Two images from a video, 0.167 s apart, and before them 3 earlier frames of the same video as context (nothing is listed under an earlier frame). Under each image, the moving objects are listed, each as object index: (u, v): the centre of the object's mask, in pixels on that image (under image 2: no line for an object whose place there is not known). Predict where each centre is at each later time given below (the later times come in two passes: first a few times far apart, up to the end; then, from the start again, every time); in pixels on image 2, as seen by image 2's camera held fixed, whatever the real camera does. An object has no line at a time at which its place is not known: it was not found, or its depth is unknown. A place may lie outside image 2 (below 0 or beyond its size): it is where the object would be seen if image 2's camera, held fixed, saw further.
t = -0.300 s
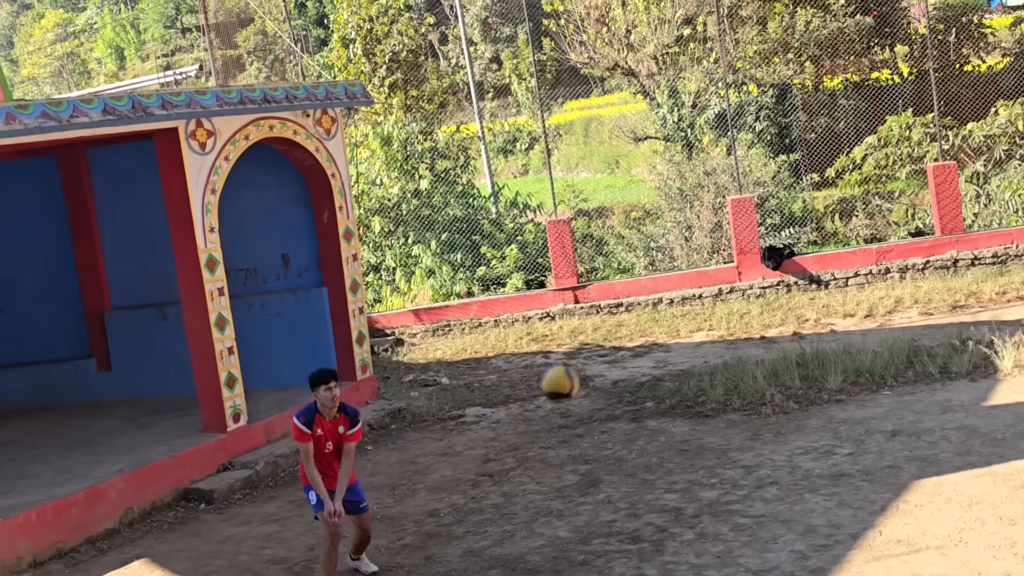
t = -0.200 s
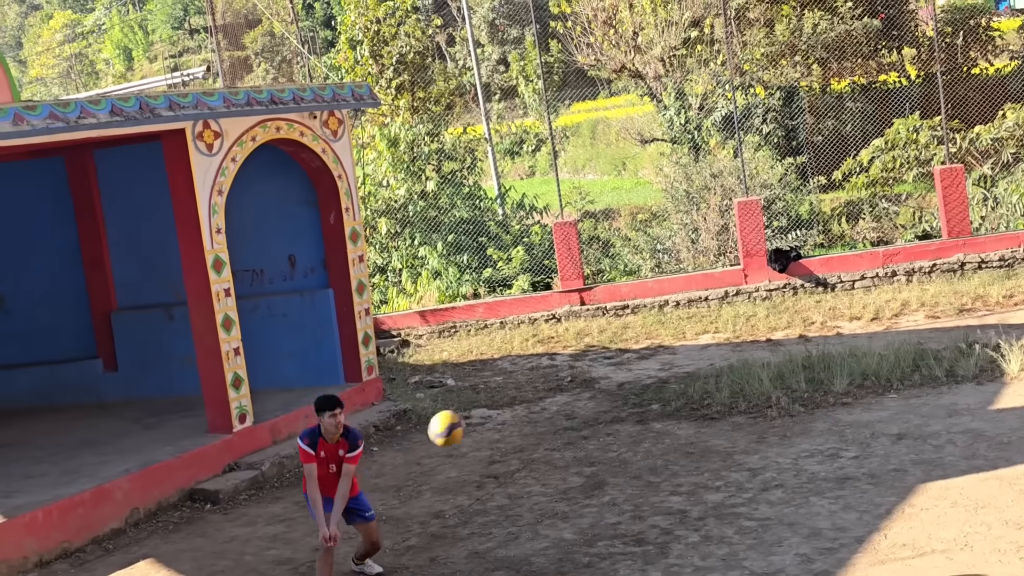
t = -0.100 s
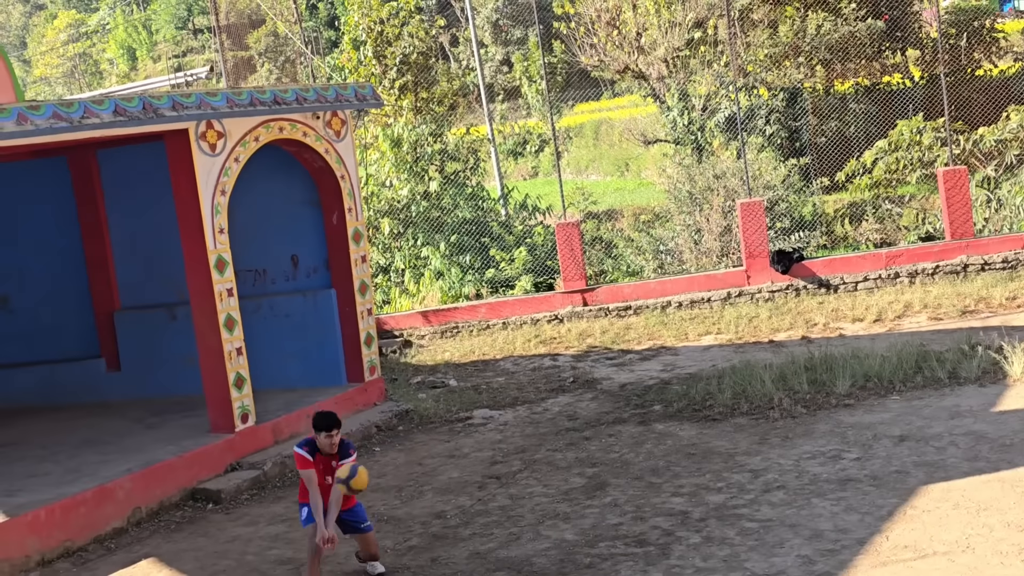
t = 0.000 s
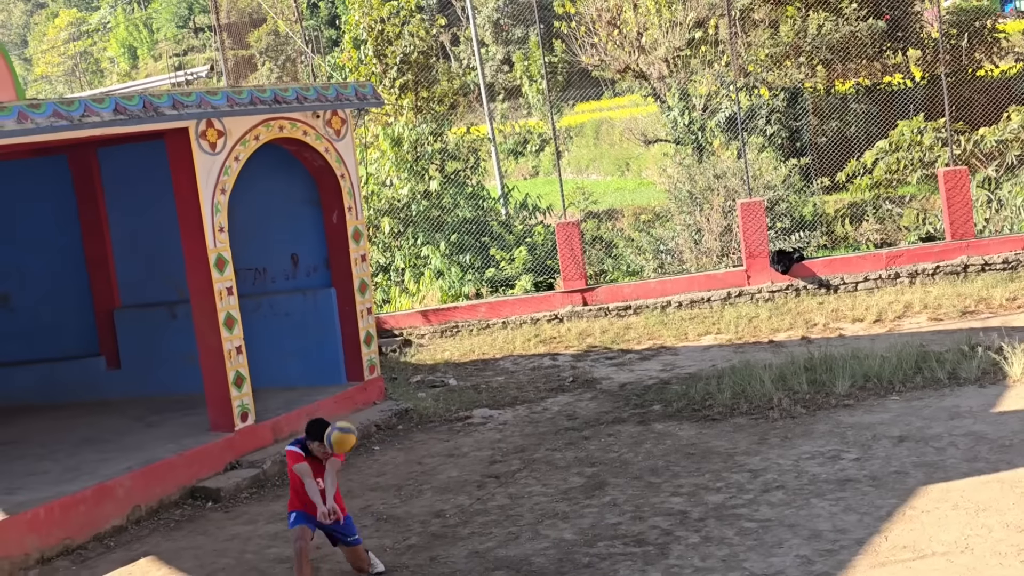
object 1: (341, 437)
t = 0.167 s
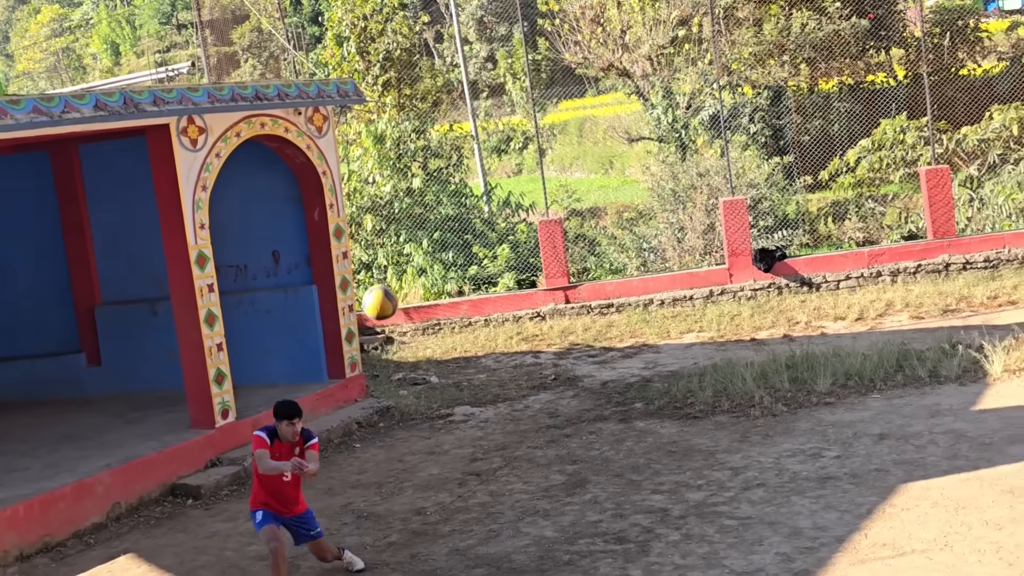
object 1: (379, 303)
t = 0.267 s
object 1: (422, 235)
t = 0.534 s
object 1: (563, 115)
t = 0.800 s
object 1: (762, 119)
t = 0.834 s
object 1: (792, 129)
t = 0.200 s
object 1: (393, 279)
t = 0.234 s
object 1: (407, 257)
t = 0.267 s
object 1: (422, 235)
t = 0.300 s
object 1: (437, 215)
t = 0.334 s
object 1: (453, 196)
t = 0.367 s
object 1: (470, 180)
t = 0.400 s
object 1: (486, 163)
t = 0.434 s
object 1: (504, 148)
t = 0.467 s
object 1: (523, 135)
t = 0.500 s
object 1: (543, 124)
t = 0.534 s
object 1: (563, 115)
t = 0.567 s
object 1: (584, 107)
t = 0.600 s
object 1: (607, 102)
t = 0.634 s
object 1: (630, 99)
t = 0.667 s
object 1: (654, 99)
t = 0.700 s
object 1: (680, 100)
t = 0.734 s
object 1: (706, 104)
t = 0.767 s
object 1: (733, 110)
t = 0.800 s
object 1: (762, 119)
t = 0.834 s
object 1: (792, 129)
